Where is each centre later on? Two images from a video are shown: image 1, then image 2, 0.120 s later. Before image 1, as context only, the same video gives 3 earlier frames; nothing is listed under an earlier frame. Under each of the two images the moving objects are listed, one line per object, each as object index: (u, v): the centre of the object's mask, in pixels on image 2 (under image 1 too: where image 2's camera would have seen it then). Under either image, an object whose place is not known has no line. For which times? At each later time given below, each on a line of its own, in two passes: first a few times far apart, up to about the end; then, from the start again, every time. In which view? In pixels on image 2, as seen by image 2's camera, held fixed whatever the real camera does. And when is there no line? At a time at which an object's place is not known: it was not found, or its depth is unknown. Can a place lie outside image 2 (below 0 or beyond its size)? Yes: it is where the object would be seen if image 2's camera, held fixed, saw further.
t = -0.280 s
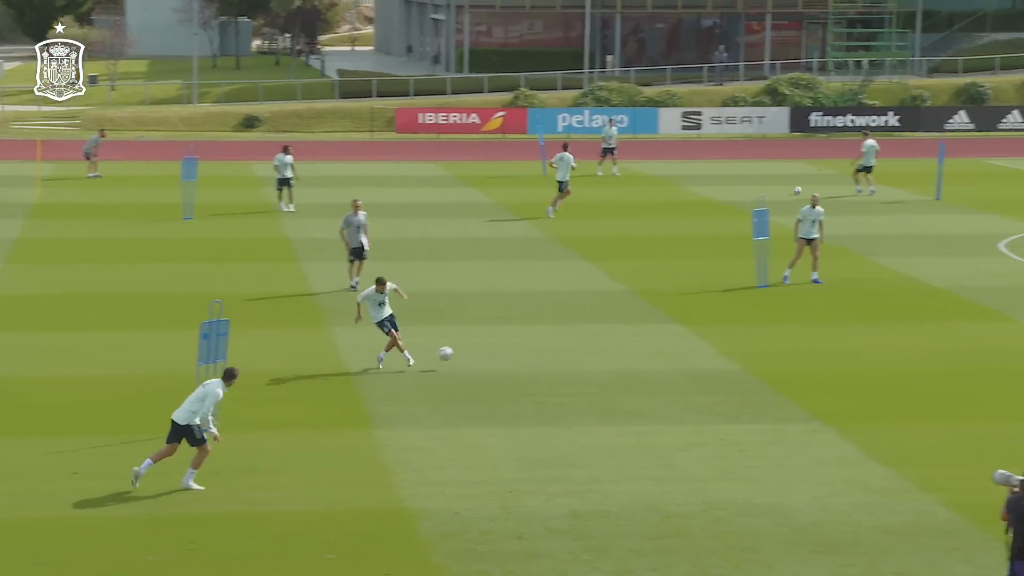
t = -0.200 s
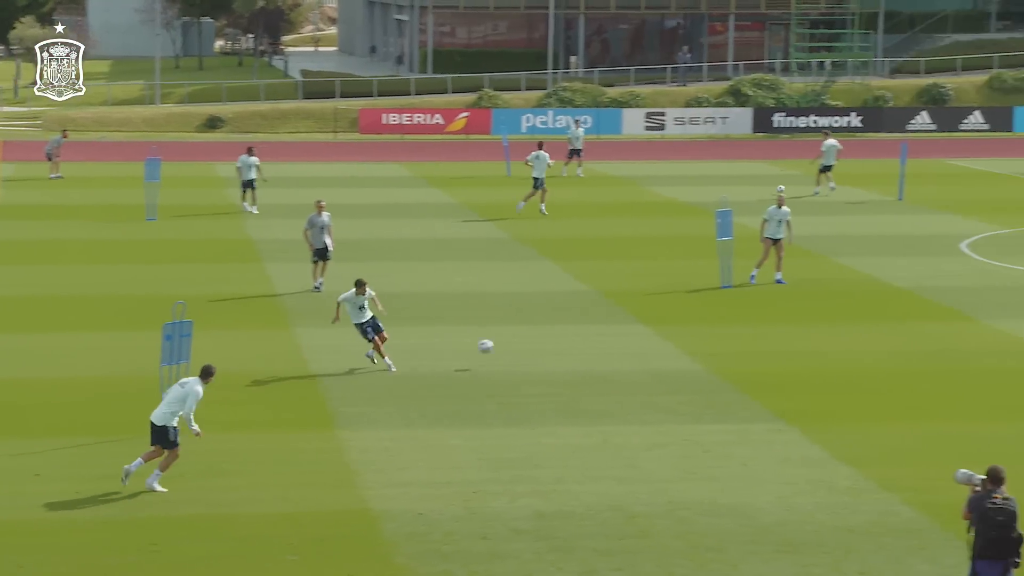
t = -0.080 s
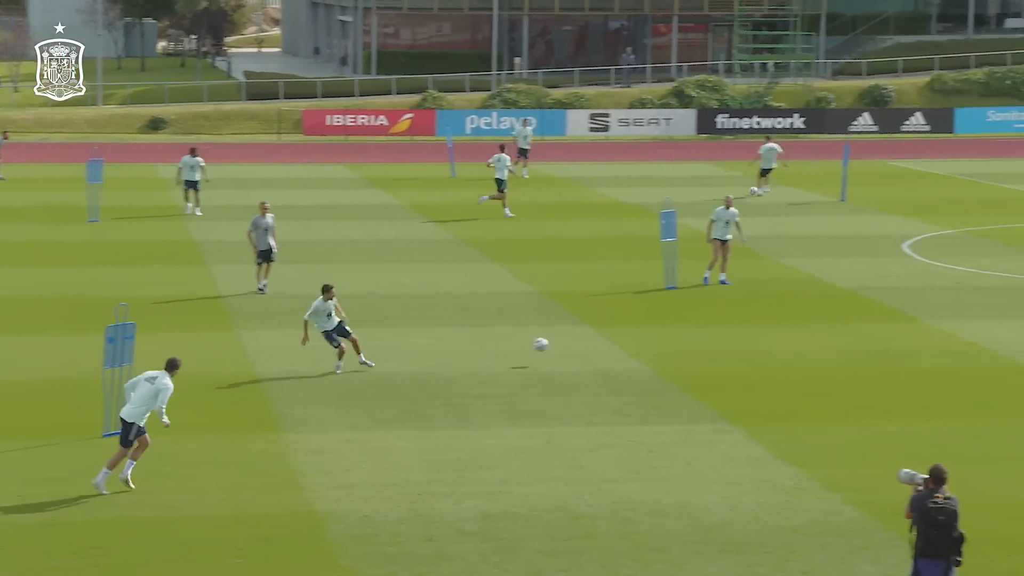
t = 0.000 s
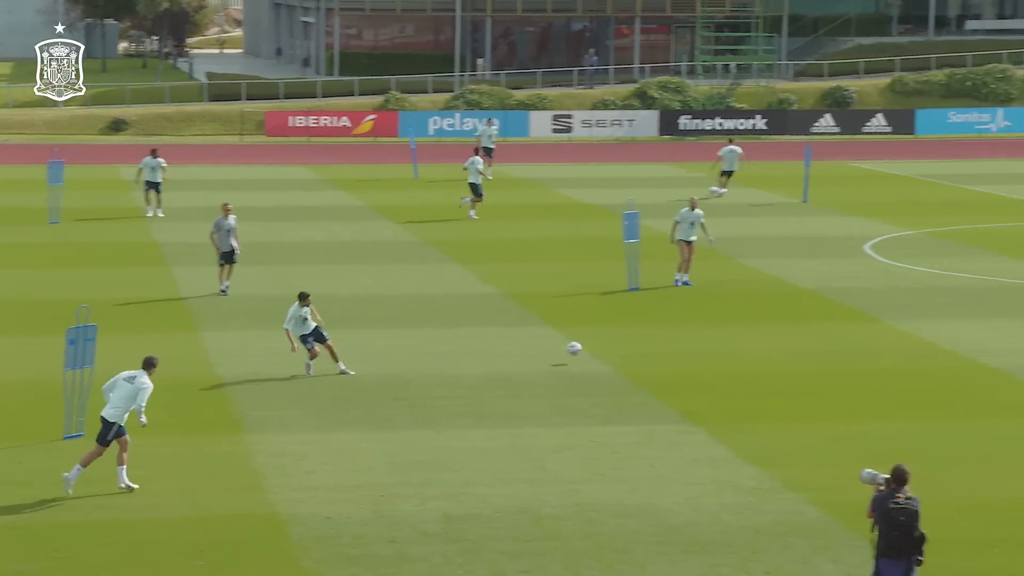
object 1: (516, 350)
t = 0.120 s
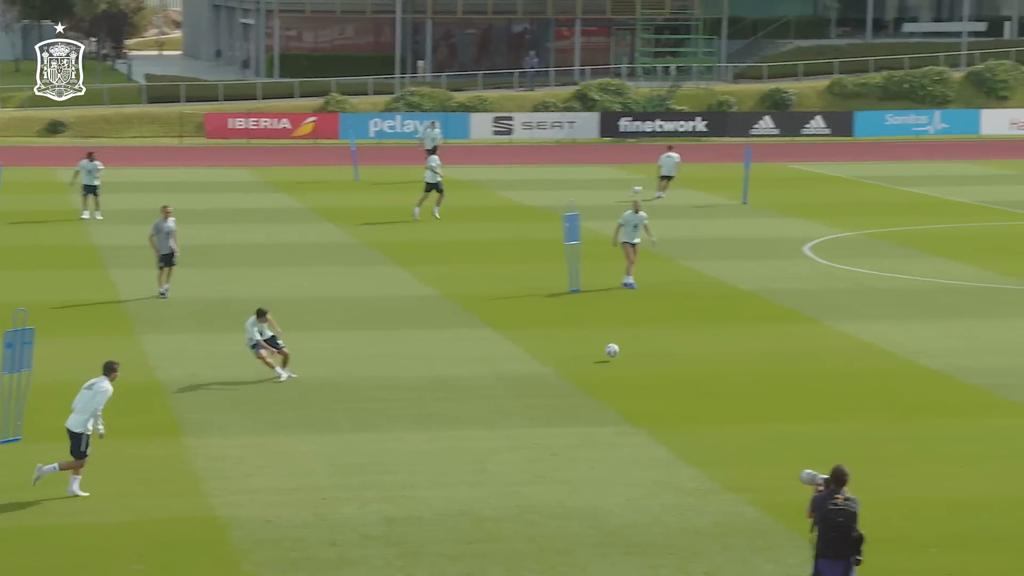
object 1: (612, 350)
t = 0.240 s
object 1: (699, 340)
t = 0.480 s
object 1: (861, 343)
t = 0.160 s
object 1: (641, 346)
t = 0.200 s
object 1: (670, 342)
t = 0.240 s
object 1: (699, 340)
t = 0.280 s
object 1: (726, 339)
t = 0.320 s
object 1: (754, 339)
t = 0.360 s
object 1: (782, 340)
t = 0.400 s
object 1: (809, 342)
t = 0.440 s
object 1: (836, 345)
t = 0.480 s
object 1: (861, 343)
